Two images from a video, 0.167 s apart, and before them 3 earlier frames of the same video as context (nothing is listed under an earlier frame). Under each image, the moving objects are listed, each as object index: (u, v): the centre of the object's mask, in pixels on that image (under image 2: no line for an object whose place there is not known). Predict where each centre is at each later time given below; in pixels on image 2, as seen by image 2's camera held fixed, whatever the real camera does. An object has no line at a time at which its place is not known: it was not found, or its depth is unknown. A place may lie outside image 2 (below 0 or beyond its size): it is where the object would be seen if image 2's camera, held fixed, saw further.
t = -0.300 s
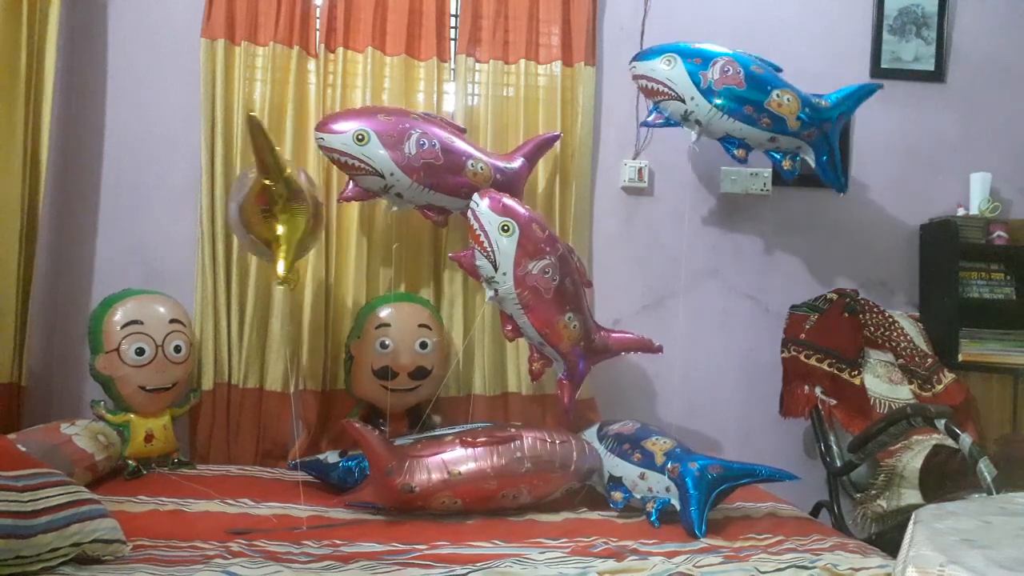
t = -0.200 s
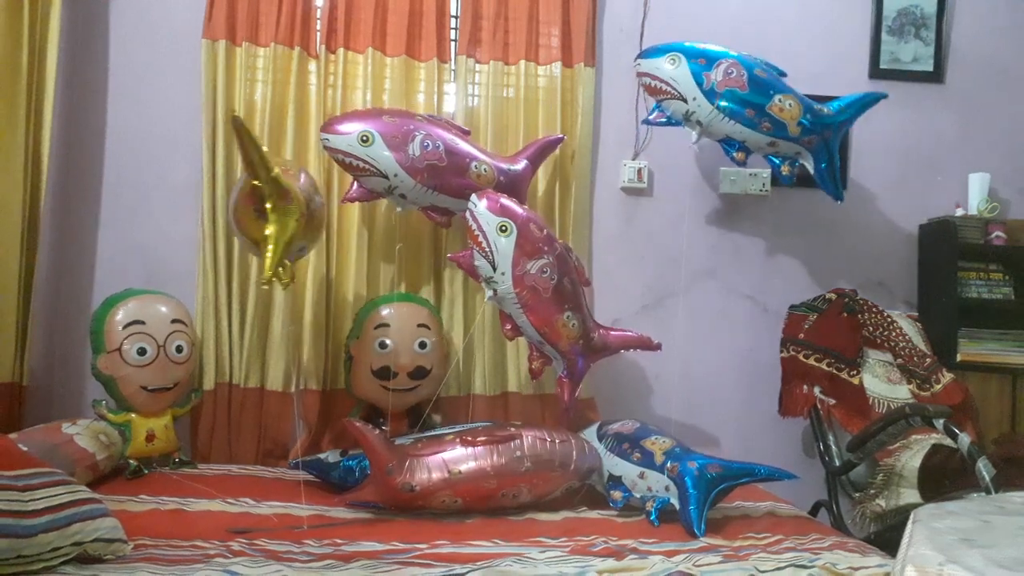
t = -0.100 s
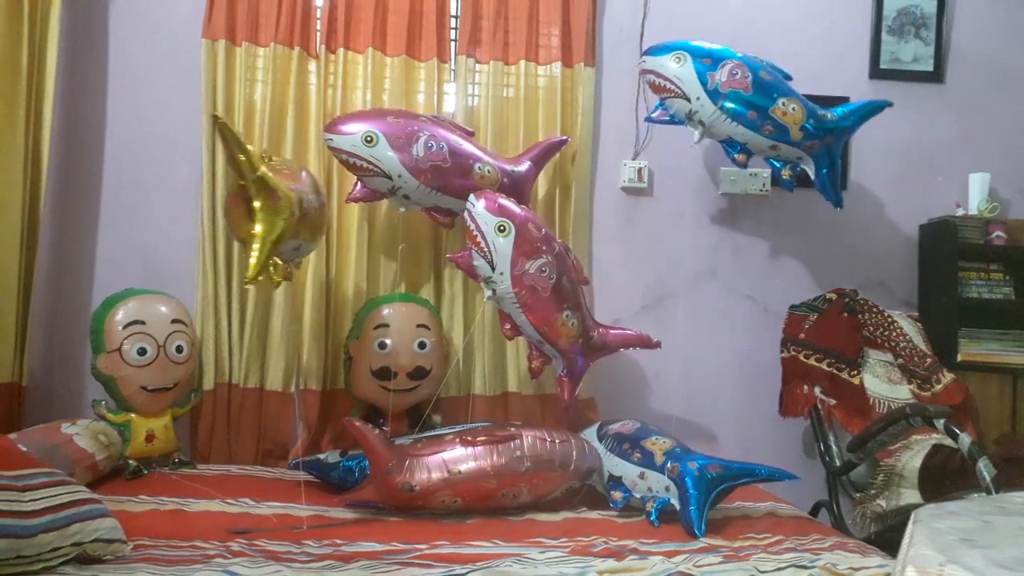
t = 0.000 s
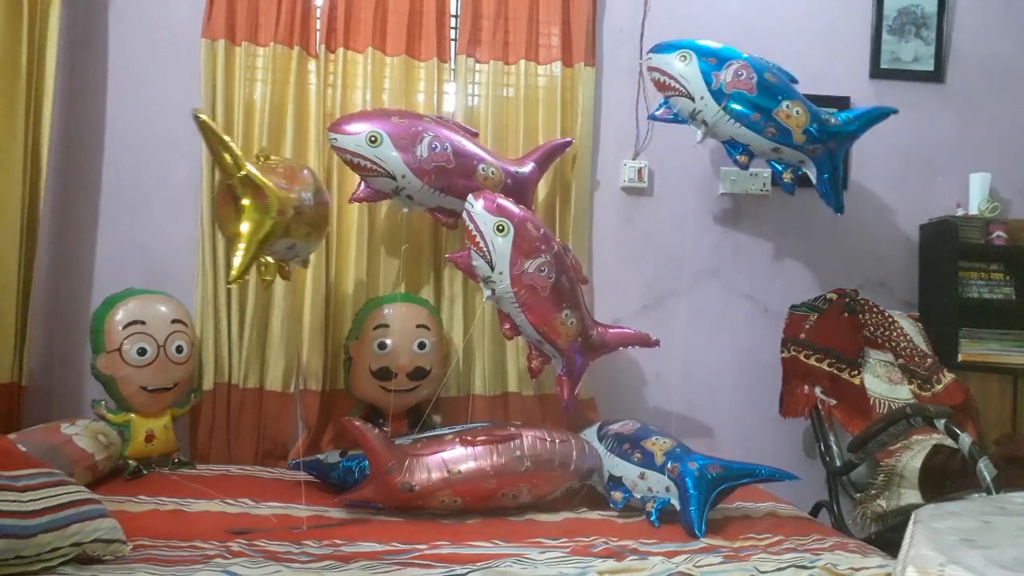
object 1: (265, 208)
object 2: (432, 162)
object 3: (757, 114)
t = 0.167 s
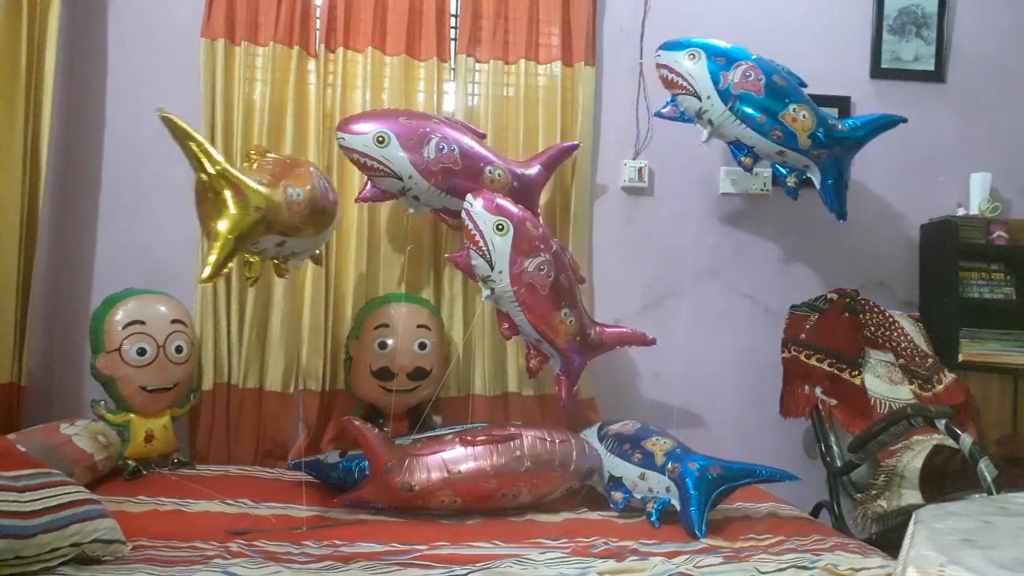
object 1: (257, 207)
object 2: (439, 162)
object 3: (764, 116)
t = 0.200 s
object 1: (256, 206)
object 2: (440, 162)
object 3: (765, 116)
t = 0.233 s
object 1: (254, 206)
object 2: (442, 162)
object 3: (767, 117)
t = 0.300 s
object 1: (252, 205)
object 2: (445, 162)
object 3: (770, 117)
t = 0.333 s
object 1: (250, 205)
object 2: (446, 163)
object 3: (771, 117)
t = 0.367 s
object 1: (249, 205)
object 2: (448, 163)
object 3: (772, 117)
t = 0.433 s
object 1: (245, 205)
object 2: (450, 163)
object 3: (775, 117)
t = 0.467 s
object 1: (244, 205)
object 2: (452, 163)
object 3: (776, 117)
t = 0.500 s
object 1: (242, 205)
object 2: (453, 163)
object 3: (777, 117)
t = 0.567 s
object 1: (240, 205)
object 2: (456, 163)
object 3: (780, 116)
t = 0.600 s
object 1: (238, 205)
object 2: (457, 163)
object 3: (781, 116)
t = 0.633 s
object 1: (237, 205)
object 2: (458, 164)
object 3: (782, 115)
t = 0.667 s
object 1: (235, 205)
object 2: (459, 164)
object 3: (783, 115)
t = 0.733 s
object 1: (233, 206)
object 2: (461, 164)
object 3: (785, 114)
